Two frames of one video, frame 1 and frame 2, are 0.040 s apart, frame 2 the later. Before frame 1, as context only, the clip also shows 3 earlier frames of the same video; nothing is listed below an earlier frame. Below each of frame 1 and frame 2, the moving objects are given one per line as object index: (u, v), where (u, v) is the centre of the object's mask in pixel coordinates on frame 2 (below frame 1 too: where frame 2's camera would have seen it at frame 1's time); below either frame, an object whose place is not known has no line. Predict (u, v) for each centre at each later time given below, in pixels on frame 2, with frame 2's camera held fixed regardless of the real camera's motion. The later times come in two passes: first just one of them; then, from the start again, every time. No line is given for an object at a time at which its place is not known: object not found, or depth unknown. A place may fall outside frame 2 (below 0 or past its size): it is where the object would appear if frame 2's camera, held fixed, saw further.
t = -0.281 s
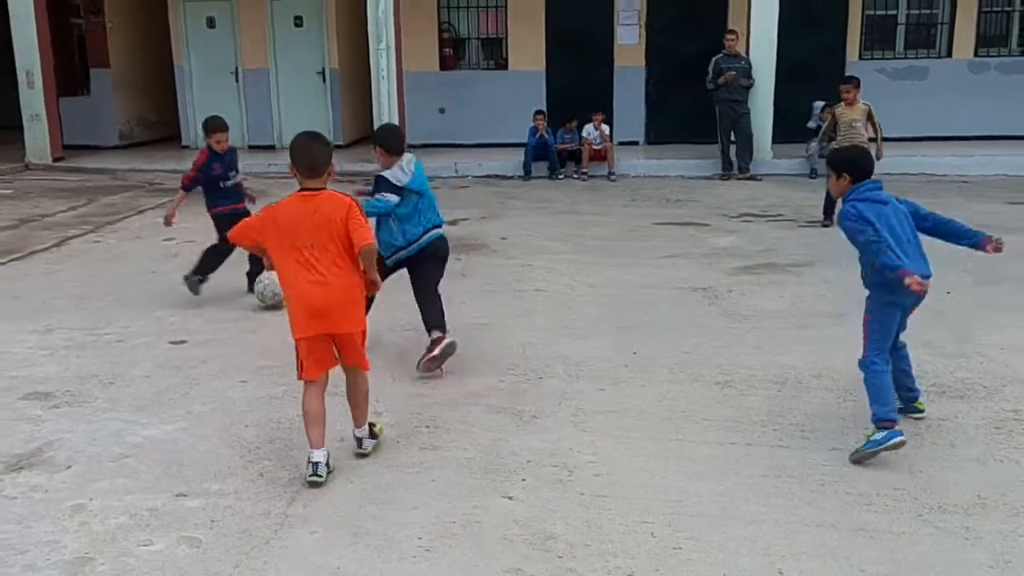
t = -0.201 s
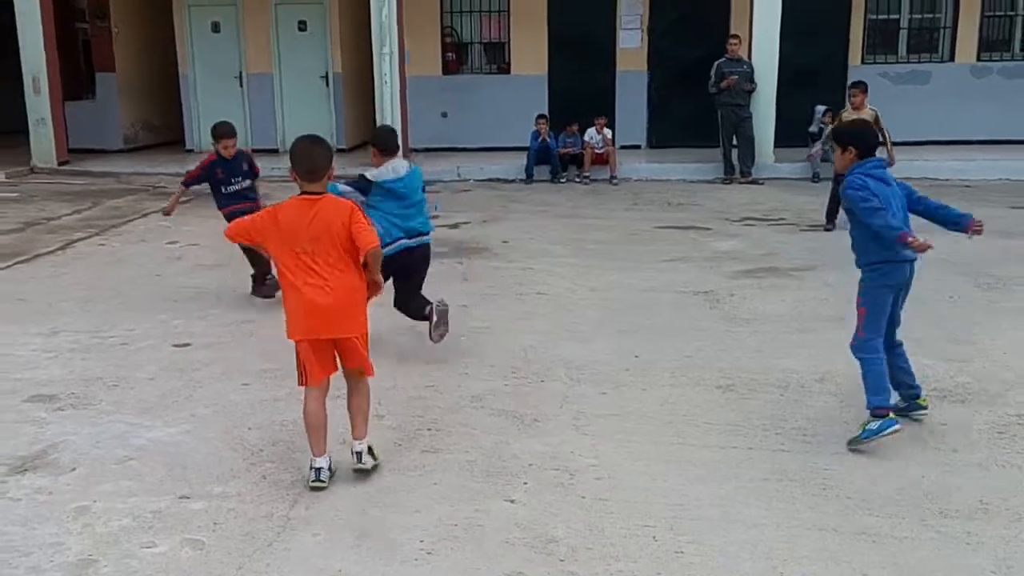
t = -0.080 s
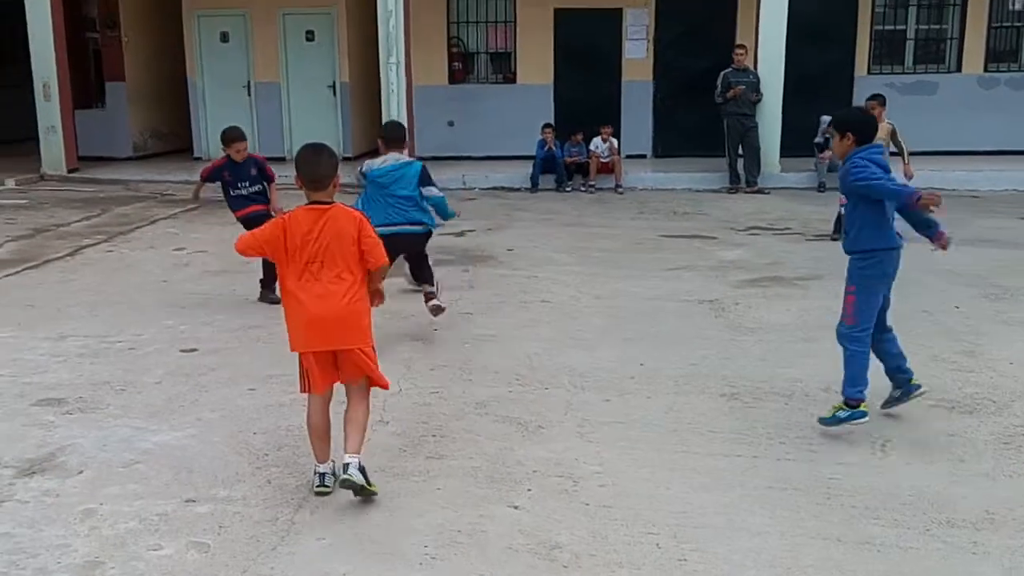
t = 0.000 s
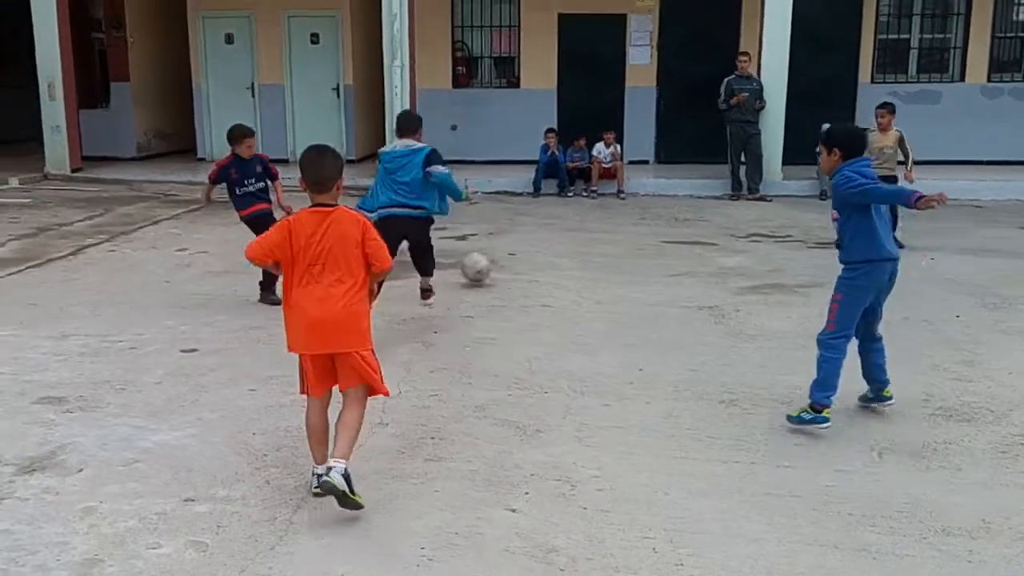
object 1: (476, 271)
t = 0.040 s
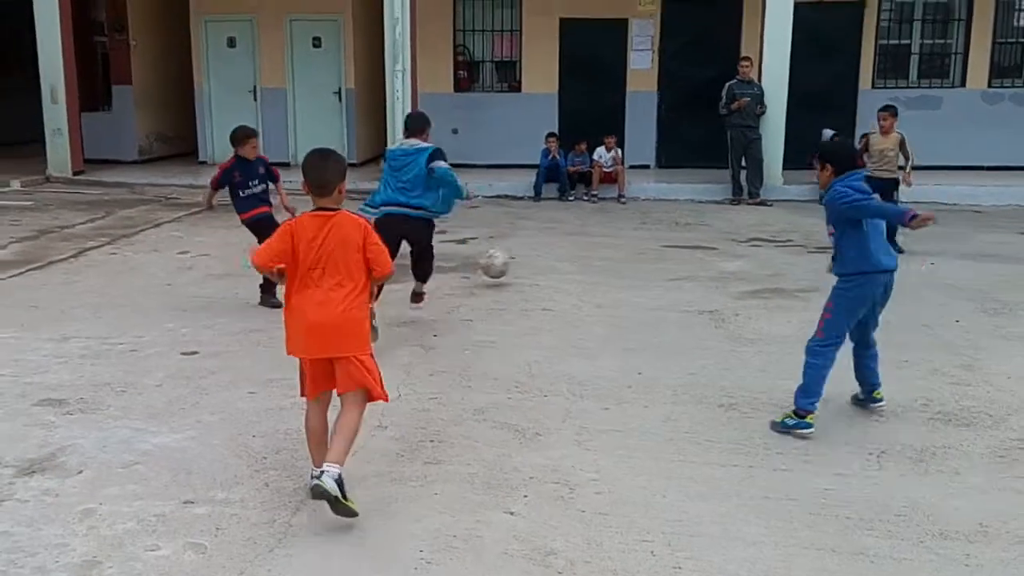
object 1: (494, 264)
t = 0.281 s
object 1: (596, 251)
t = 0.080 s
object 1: (515, 259)
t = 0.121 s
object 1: (533, 257)
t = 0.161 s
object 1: (550, 256)
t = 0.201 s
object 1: (567, 258)
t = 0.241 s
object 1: (582, 258)
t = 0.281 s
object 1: (596, 251)
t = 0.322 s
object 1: (611, 245)
